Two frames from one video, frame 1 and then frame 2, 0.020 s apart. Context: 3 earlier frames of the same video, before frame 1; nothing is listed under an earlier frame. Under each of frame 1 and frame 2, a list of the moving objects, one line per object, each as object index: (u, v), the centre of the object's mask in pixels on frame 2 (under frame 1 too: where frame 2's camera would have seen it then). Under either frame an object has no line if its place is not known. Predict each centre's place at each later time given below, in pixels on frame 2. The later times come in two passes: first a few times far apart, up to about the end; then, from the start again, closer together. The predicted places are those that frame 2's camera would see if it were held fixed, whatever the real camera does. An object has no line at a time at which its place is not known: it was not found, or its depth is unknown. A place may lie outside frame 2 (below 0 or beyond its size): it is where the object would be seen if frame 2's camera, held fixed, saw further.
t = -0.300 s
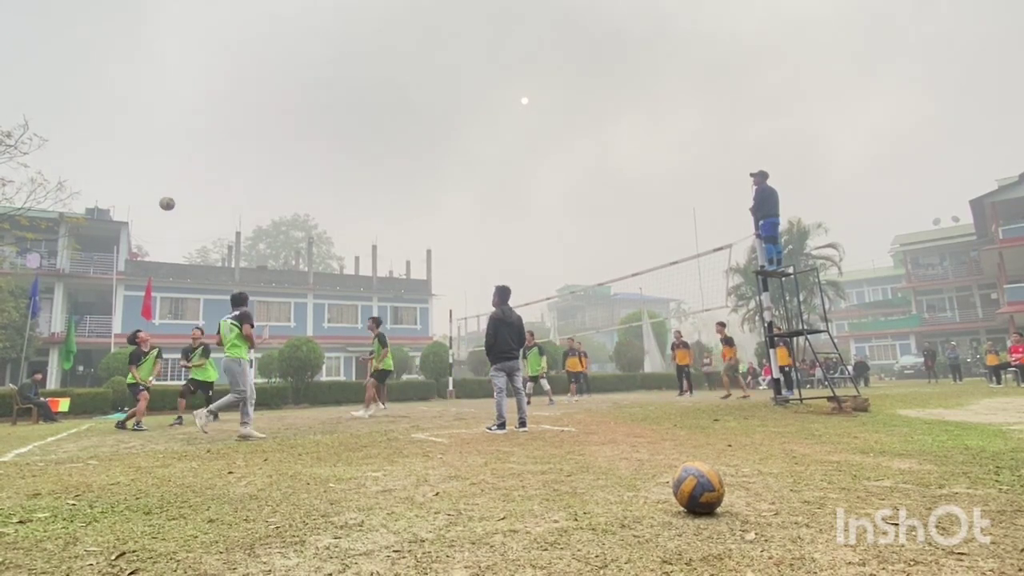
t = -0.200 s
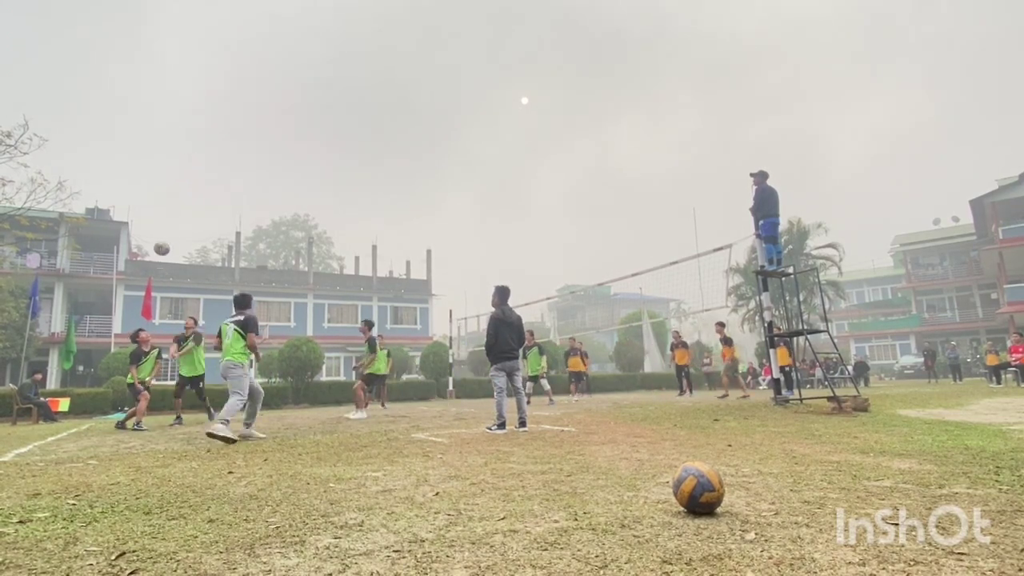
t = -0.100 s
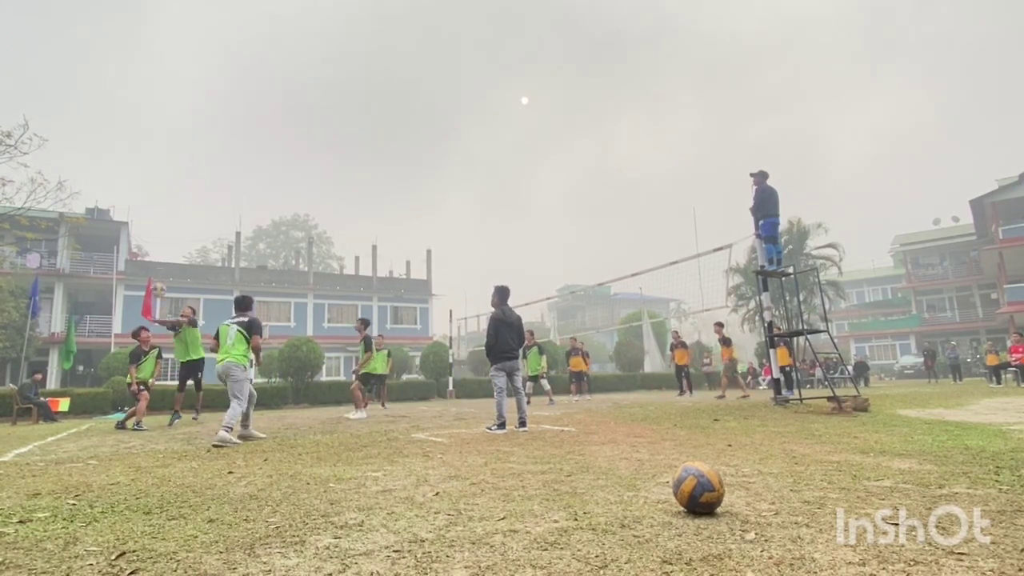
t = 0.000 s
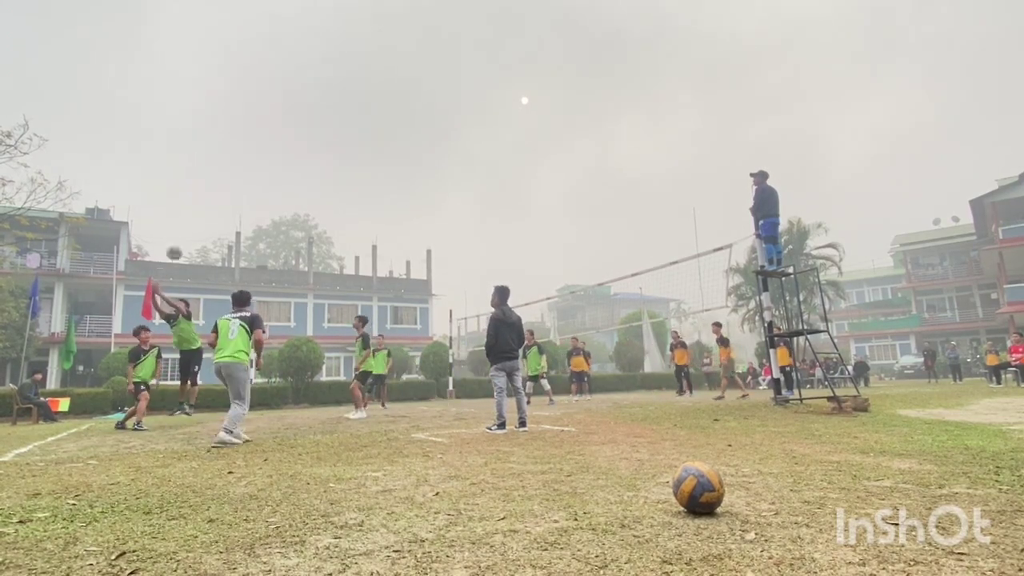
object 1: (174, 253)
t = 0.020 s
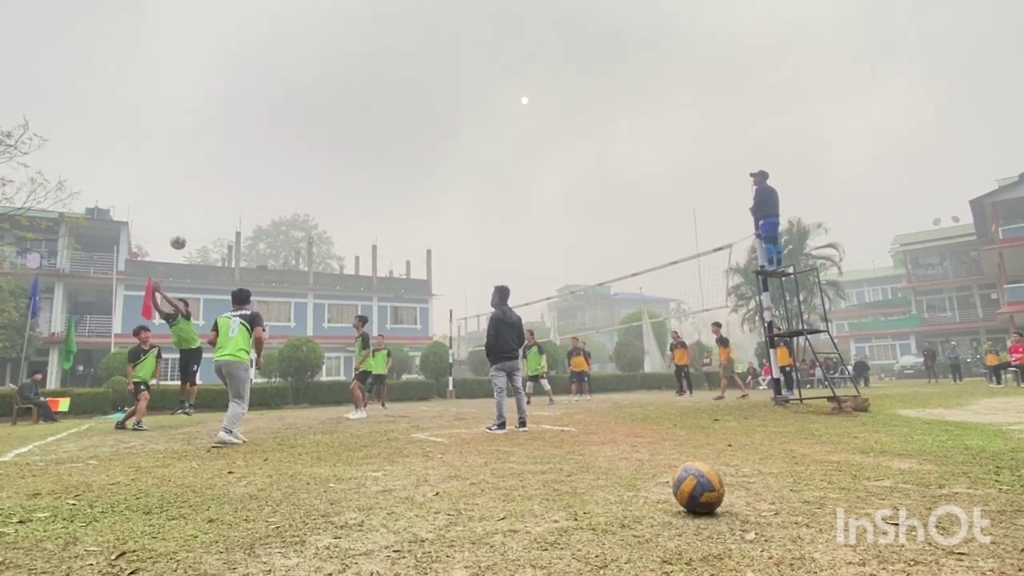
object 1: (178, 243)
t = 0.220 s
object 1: (226, 137)
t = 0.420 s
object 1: (273, 61)
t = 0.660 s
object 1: (333, 5)
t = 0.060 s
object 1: (190, 213)
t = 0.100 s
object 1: (198, 195)
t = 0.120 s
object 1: (202, 186)
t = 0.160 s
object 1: (214, 161)
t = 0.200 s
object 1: (222, 145)
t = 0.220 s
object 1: (226, 137)
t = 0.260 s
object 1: (238, 116)
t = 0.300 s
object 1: (246, 102)
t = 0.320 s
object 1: (250, 96)
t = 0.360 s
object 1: (262, 78)
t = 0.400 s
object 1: (269, 66)
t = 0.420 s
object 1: (273, 61)
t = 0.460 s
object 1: (285, 46)
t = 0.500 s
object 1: (293, 37)
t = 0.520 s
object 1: (297, 33)
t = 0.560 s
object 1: (309, 22)
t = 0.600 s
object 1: (317, 15)
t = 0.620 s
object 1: (321, 11)
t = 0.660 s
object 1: (333, 5)
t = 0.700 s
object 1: (337, 4)
